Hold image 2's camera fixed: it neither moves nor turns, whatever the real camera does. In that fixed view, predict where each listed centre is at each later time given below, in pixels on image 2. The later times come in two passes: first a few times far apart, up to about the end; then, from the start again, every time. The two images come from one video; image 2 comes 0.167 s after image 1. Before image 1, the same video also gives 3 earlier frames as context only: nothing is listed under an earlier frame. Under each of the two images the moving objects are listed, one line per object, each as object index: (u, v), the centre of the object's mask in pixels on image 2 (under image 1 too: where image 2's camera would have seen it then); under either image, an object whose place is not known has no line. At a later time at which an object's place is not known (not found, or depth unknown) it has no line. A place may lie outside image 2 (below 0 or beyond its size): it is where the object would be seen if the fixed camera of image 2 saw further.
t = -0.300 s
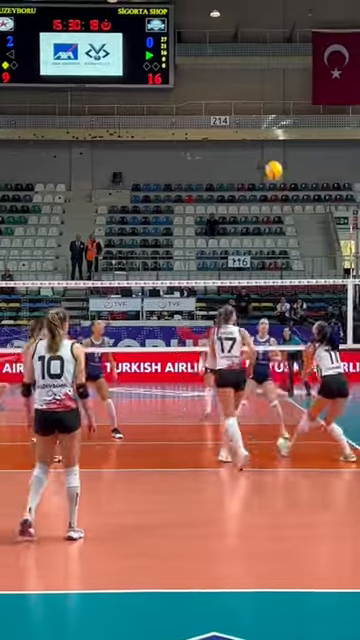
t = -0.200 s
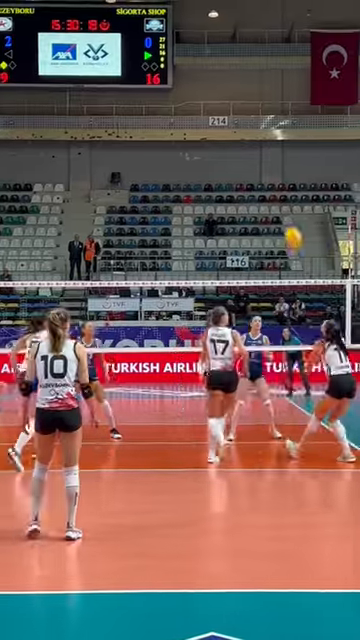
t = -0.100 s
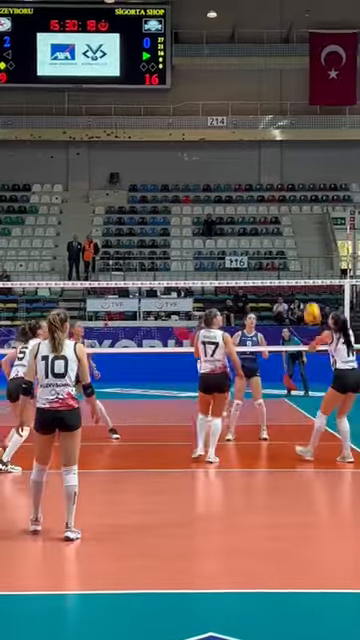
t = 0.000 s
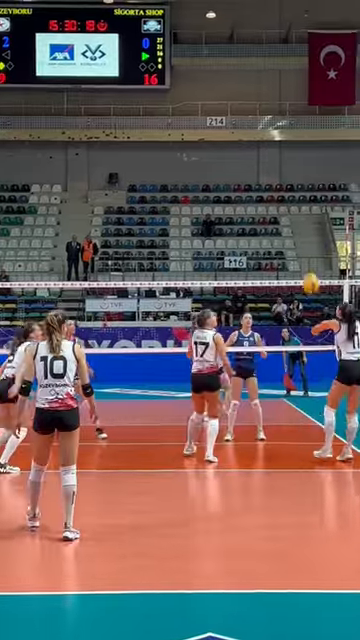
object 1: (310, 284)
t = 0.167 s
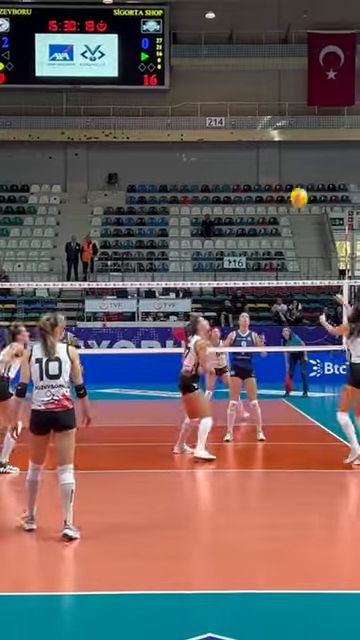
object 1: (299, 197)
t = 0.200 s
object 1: (297, 183)
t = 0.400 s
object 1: (285, 115)
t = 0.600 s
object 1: (273, 80)
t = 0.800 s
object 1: (261, 75)
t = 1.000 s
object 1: (250, 101)
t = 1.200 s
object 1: (239, 156)
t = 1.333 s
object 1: (232, 208)
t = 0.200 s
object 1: (297, 183)
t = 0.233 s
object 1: (295, 170)
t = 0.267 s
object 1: (293, 157)
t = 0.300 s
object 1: (291, 145)
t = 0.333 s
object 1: (288, 134)
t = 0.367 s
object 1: (287, 125)
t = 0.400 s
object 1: (285, 115)
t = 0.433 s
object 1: (283, 107)
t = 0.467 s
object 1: (281, 100)
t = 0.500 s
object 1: (279, 94)
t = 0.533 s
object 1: (277, 88)
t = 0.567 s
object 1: (275, 83)
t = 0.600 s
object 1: (273, 80)
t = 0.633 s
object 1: (271, 77)
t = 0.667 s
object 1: (269, 75)
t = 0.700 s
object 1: (267, 73)
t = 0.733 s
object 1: (265, 73)
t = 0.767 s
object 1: (263, 74)
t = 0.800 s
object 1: (261, 75)
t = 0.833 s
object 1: (259, 77)
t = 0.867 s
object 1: (257, 80)
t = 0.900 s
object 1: (255, 84)
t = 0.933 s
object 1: (254, 89)
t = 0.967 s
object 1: (252, 95)
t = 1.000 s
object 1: (250, 101)
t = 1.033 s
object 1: (248, 108)
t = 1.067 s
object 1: (246, 116)
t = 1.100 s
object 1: (244, 126)
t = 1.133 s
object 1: (243, 135)
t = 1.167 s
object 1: (241, 146)
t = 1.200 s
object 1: (239, 156)
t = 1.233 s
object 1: (237, 169)
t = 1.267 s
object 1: (235, 181)
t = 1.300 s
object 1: (234, 194)
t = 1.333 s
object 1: (232, 208)
